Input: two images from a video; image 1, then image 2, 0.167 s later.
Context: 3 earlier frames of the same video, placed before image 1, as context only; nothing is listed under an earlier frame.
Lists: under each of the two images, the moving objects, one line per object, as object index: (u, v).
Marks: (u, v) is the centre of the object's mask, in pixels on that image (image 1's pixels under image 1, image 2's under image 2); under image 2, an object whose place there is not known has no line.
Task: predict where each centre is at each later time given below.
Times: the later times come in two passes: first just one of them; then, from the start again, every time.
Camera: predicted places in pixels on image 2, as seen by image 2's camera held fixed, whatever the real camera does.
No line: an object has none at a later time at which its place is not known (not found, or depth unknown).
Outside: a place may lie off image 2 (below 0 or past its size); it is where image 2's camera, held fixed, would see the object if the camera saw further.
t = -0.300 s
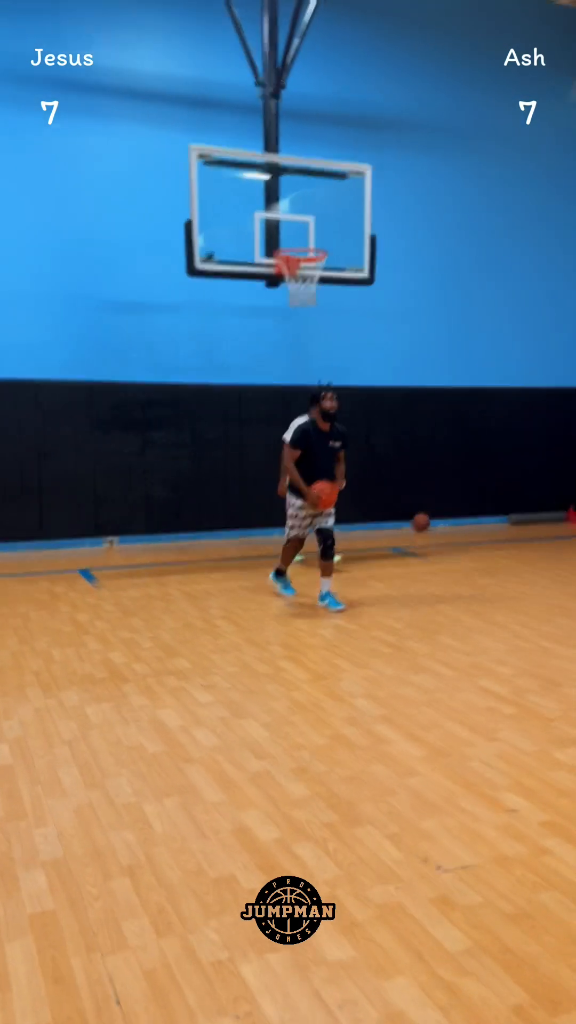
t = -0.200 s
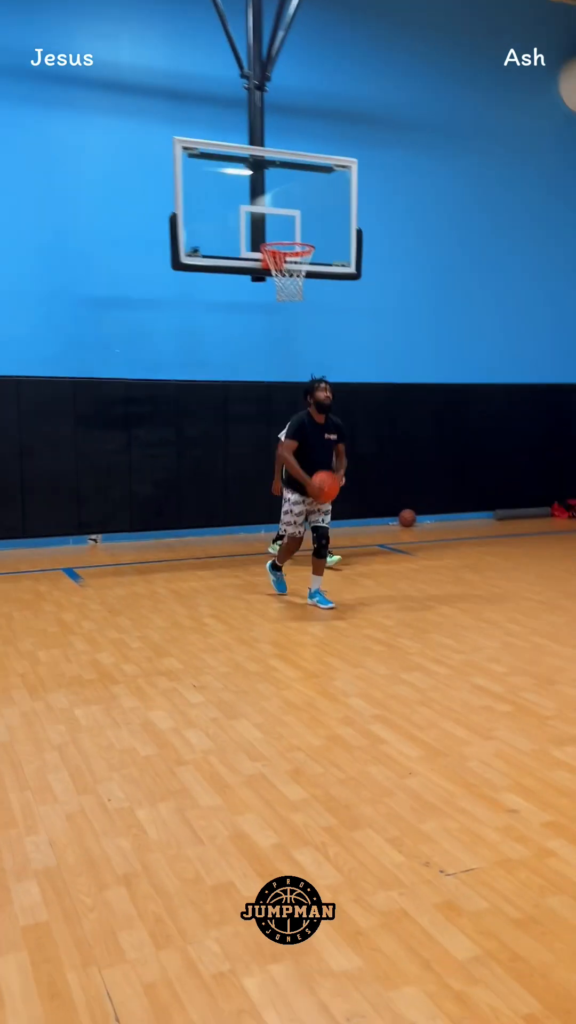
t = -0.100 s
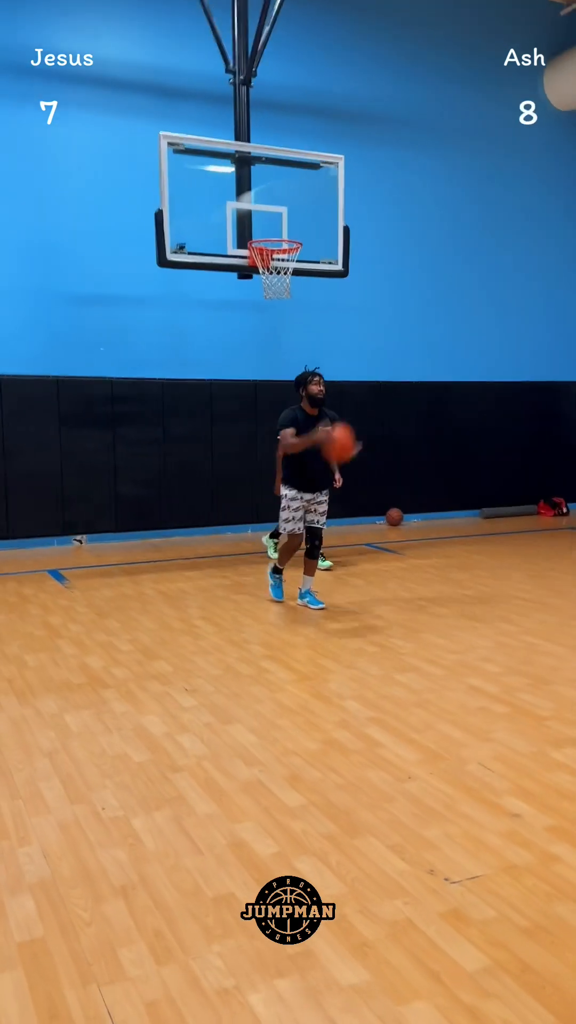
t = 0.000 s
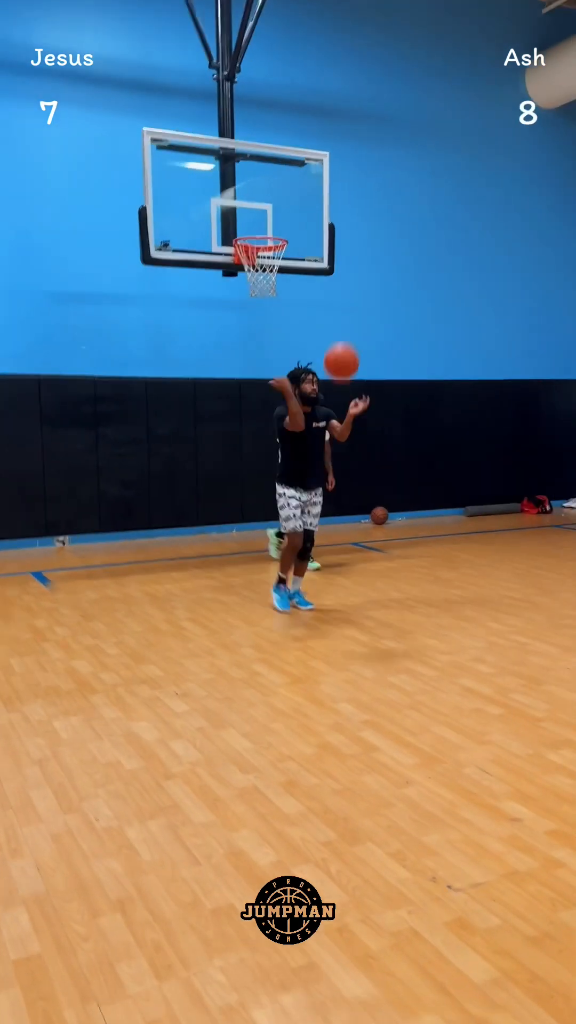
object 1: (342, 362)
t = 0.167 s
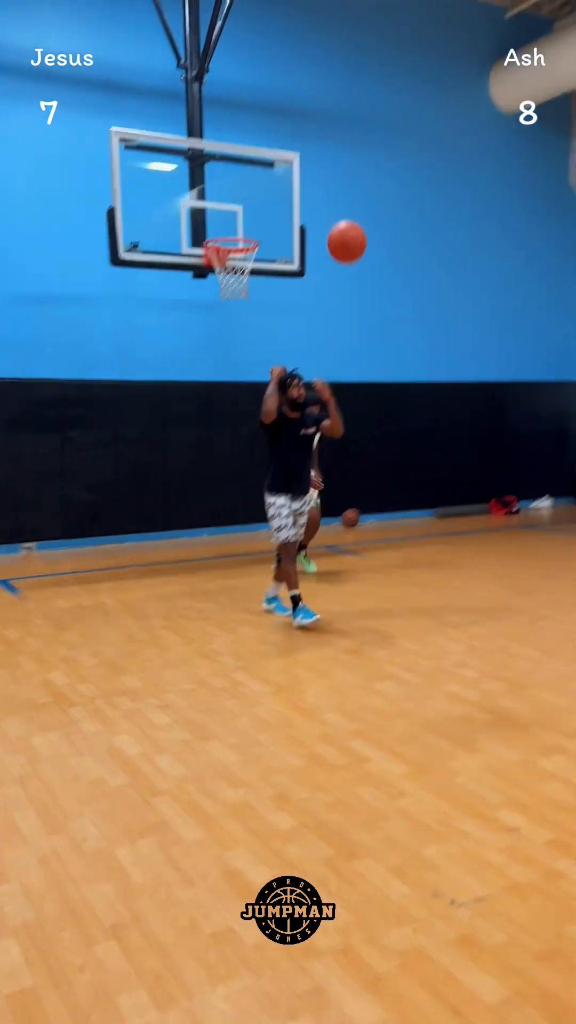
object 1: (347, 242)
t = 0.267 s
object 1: (369, 179)
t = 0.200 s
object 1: (354, 220)
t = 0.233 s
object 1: (361, 199)
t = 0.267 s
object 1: (369, 179)
